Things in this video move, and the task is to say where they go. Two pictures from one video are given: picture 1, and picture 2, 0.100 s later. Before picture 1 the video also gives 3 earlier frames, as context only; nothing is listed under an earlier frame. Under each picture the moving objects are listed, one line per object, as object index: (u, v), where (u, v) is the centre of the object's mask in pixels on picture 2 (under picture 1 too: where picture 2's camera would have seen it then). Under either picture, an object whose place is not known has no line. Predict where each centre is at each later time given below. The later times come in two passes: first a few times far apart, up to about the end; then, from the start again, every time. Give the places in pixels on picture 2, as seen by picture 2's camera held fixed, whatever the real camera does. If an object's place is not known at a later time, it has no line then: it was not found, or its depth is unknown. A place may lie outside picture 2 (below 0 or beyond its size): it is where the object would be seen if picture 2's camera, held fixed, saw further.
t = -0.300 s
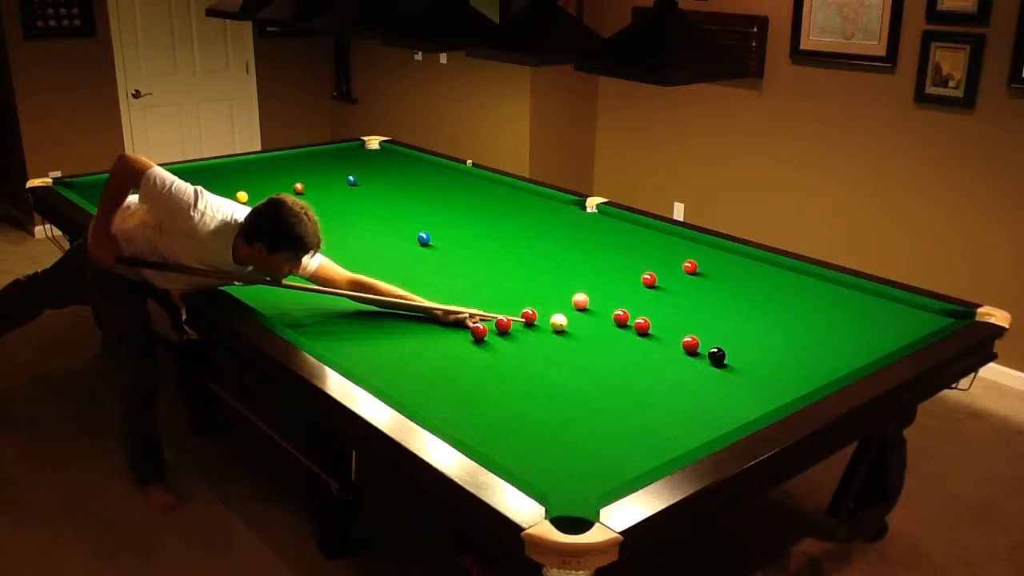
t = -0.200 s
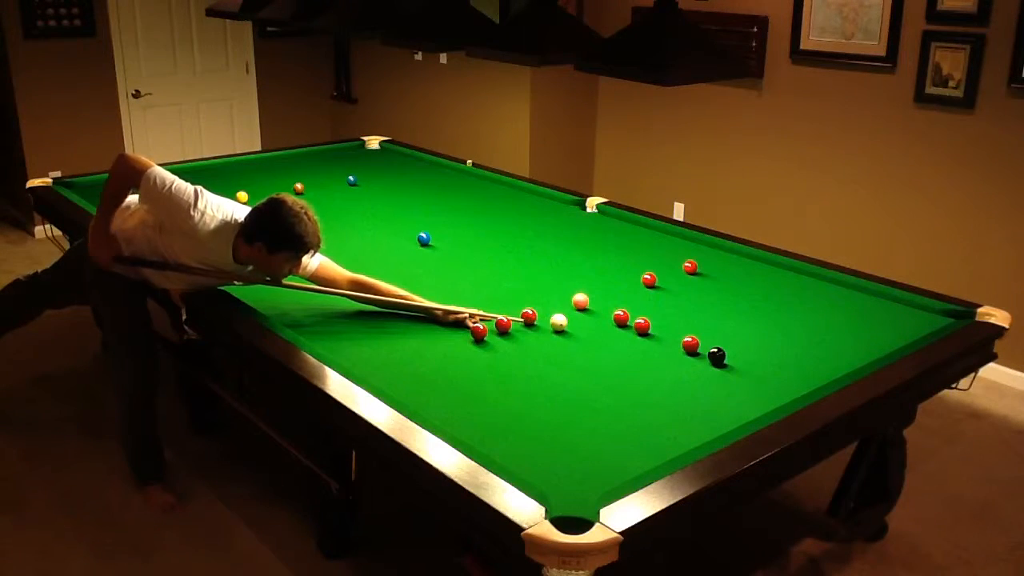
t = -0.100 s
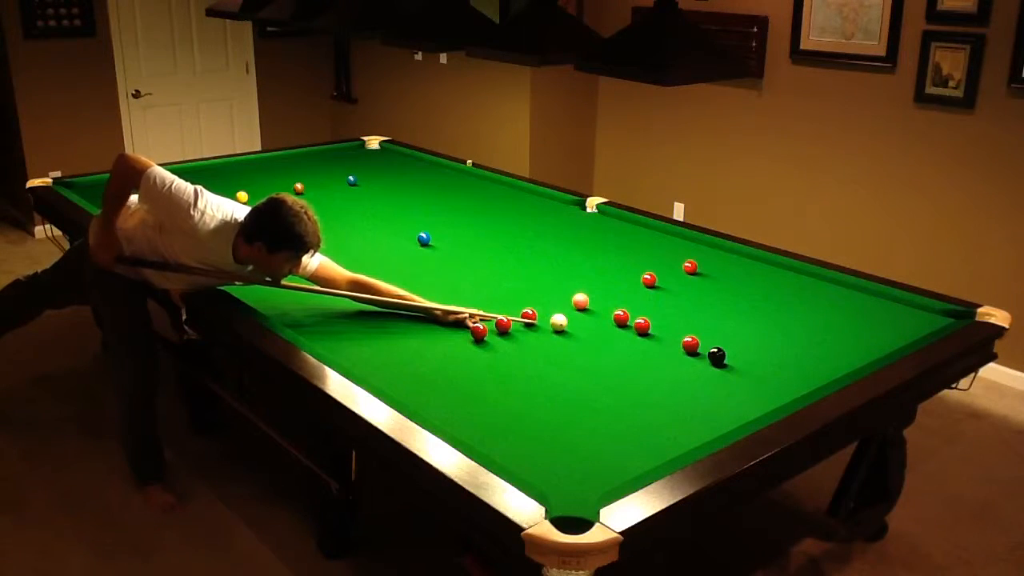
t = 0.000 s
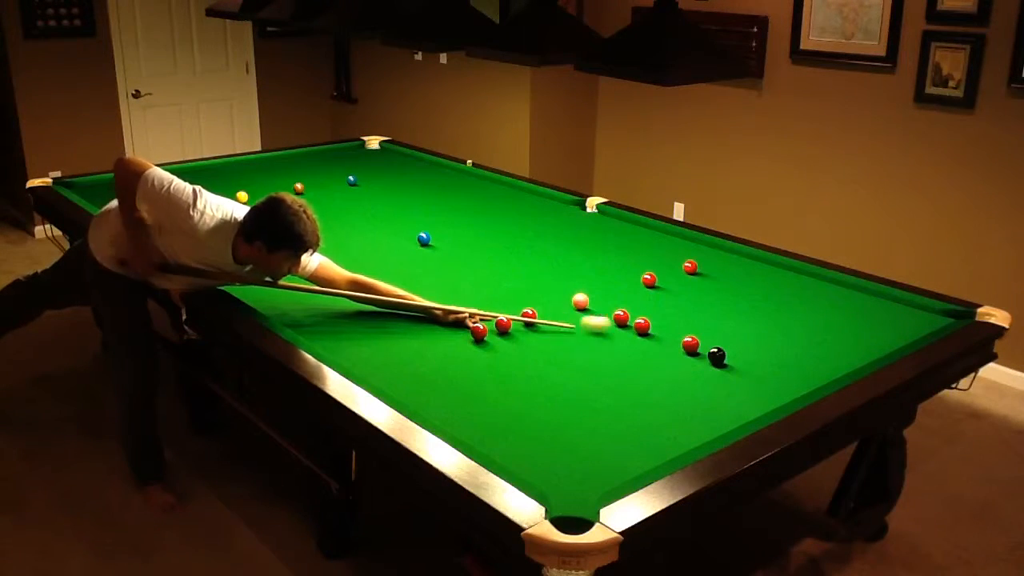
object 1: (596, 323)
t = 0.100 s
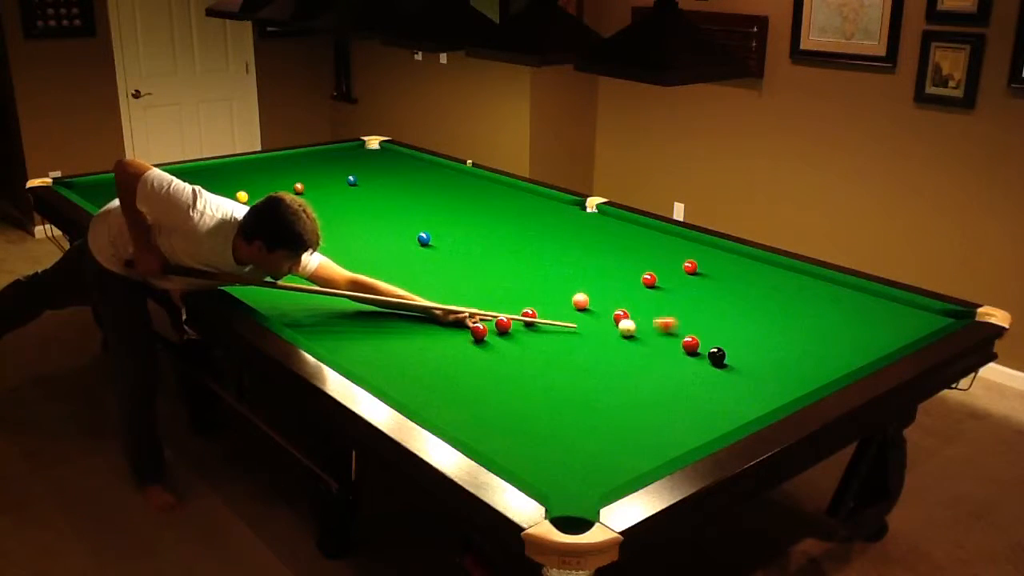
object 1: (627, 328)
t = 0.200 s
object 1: (627, 330)
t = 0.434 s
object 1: (628, 336)
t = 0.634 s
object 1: (629, 340)
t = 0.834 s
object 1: (629, 345)
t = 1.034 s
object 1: (629, 349)
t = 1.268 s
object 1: (629, 352)
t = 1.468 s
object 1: (629, 355)
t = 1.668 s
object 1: (629, 357)
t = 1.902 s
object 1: (628, 360)
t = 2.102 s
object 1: (628, 361)
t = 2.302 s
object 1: (628, 361)
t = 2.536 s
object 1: (628, 361)
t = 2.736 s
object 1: (628, 362)
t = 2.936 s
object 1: (628, 362)
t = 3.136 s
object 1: (628, 362)
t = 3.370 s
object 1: (628, 362)
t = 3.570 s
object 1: (628, 362)
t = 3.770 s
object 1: (628, 361)
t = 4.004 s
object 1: (628, 361)
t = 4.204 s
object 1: (628, 362)
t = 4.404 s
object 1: (628, 362)
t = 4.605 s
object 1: (628, 362)
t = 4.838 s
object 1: (628, 361)
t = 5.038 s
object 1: (628, 362)
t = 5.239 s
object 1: (628, 362)
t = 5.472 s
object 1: (628, 362)
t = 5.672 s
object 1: (628, 361)
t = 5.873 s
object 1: (628, 361)
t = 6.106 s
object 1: (628, 361)
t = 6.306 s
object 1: (628, 361)
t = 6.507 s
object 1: (628, 362)
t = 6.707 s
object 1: (628, 362)
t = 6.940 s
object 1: (628, 362)
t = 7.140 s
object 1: (628, 361)
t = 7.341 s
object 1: (628, 361)
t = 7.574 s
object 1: (628, 362)
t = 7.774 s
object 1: (628, 362)
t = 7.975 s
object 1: (628, 361)
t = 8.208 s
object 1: (628, 362)
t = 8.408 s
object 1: (628, 362)
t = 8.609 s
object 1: (628, 362)
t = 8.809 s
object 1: (628, 362)
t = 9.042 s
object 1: (628, 362)
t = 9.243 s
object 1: (628, 362)
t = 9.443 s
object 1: (628, 362)
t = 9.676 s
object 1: (628, 362)
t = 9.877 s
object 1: (628, 362)
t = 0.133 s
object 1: (627, 328)
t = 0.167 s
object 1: (627, 329)
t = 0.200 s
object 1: (627, 330)
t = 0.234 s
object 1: (627, 331)
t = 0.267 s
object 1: (628, 332)
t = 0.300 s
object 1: (628, 332)
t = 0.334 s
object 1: (628, 334)
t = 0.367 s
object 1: (628, 334)
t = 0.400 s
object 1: (628, 335)
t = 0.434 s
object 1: (628, 336)
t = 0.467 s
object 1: (628, 336)
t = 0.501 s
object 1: (628, 337)
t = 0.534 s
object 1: (629, 338)
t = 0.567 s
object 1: (629, 339)
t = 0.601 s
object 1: (629, 340)
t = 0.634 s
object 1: (629, 340)
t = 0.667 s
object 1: (629, 341)
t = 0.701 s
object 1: (629, 342)
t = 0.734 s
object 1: (629, 343)
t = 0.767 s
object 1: (629, 343)
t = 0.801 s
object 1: (629, 344)
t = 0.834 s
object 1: (629, 345)
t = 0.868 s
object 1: (629, 345)
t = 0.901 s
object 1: (629, 346)
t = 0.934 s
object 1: (629, 347)
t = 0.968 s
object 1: (629, 347)
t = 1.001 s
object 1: (629, 348)
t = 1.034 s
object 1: (629, 349)
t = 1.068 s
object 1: (629, 349)
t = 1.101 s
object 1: (629, 350)
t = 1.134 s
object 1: (629, 350)
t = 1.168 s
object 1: (629, 351)
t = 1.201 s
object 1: (629, 351)
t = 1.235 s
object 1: (629, 352)
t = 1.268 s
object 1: (629, 352)
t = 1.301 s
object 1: (629, 353)
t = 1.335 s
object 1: (629, 353)
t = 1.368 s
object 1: (629, 354)
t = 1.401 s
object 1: (629, 354)
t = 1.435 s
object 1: (629, 355)
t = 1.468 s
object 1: (629, 355)
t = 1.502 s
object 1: (630, 356)
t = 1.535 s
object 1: (629, 356)
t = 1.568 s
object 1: (629, 356)
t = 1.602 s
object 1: (629, 357)
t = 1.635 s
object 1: (629, 357)
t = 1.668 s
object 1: (629, 357)
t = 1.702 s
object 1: (629, 358)
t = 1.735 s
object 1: (629, 358)
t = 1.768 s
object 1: (629, 359)
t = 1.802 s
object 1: (629, 359)
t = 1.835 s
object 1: (629, 359)
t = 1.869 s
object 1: (629, 359)
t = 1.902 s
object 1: (628, 360)
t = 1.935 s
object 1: (629, 360)
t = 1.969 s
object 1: (629, 360)
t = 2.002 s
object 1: (628, 360)
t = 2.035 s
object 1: (628, 360)
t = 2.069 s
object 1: (628, 361)
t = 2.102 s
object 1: (628, 361)
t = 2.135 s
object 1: (628, 361)
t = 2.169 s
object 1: (628, 361)
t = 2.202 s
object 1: (628, 361)
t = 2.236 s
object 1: (628, 361)
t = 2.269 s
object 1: (628, 361)
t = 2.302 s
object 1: (628, 361)
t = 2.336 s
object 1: (628, 361)
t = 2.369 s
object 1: (628, 361)
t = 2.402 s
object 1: (628, 361)
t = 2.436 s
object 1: (628, 361)
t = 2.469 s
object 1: (628, 361)
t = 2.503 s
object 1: (628, 362)
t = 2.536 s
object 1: (628, 361)
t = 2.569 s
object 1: (628, 361)
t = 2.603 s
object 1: (628, 361)
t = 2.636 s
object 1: (628, 362)
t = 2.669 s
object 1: (628, 362)
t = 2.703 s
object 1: (628, 362)
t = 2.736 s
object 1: (628, 362)
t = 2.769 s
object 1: (628, 362)
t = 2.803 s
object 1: (628, 362)
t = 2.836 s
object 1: (628, 362)
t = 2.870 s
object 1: (628, 362)
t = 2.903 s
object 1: (628, 362)
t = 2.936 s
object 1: (628, 362)
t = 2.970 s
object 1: (628, 362)
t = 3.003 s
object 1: (628, 362)
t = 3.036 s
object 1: (628, 362)
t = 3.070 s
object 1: (628, 362)
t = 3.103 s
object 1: (628, 362)
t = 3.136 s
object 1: (628, 362)
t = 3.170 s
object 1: (628, 362)
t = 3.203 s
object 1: (628, 362)
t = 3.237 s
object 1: (628, 362)
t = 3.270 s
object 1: (628, 362)
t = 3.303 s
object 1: (628, 361)
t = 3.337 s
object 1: (628, 362)
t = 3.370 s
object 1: (628, 362)
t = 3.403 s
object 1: (628, 362)
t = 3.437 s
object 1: (628, 362)
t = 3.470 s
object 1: (628, 361)
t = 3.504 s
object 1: (628, 361)
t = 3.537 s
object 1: (628, 361)
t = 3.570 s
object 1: (628, 362)
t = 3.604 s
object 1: (628, 361)
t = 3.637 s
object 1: (628, 361)
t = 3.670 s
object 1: (628, 361)
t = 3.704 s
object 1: (628, 361)
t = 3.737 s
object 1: (628, 361)
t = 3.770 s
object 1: (628, 361)
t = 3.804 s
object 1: (628, 361)
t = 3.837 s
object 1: (628, 361)
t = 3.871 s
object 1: (628, 361)
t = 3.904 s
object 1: (628, 361)
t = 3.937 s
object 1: (628, 361)
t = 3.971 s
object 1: (628, 361)
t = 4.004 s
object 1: (628, 361)
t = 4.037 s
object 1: (628, 362)
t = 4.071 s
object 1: (628, 361)
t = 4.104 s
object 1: (628, 361)
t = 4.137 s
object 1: (628, 361)
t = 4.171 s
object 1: (628, 361)
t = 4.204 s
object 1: (628, 362)
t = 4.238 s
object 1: (628, 362)
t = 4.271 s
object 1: (628, 362)
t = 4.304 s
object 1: (628, 361)
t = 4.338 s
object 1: (628, 362)
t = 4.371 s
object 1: (628, 362)
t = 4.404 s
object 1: (628, 362)
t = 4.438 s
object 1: (628, 361)
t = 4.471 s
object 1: (628, 362)
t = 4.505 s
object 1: (628, 361)
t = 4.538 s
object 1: (628, 361)
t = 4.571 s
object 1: (628, 362)
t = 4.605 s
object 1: (628, 362)
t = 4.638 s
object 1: (628, 362)
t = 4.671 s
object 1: (628, 362)
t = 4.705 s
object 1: (628, 361)
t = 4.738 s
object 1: (628, 361)
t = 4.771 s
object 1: (628, 361)
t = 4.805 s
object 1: (628, 362)
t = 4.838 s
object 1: (628, 361)
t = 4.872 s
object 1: (628, 362)
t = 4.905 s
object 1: (628, 362)
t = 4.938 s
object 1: (628, 361)
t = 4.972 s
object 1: (628, 362)
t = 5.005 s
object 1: (628, 362)
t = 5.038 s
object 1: (628, 362)
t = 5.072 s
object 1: (628, 362)
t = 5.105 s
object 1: (628, 361)
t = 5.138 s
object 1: (628, 362)
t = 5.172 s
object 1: (628, 362)
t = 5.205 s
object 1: (628, 362)
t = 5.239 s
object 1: (628, 362)
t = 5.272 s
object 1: (628, 362)
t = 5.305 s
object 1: (628, 362)
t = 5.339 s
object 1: (628, 362)
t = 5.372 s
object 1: (628, 362)
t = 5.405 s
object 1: (628, 362)
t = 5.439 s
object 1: (628, 361)
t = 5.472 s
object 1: (628, 362)
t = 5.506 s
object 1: (628, 362)
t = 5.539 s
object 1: (628, 361)
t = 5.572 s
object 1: (628, 361)
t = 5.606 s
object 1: (628, 361)
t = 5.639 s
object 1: (628, 361)
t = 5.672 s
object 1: (628, 361)
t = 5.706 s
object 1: (628, 361)
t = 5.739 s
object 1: (628, 361)
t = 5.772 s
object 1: (628, 361)
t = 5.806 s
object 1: (628, 361)
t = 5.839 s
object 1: (628, 361)
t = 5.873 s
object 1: (628, 361)
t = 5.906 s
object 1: (628, 361)
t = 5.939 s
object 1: (628, 361)
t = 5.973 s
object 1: (628, 361)
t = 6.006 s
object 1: (628, 361)
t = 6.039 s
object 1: (628, 361)
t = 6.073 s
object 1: (628, 361)
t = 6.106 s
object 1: (628, 361)
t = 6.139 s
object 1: (628, 361)
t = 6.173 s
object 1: (628, 361)
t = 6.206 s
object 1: (628, 361)
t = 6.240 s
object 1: (628, 361)
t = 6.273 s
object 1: (628, 361)
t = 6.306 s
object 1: (628, 361)
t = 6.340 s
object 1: (628, 361)
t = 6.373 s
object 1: (628, 361)
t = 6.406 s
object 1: (628, 361)
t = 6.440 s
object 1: (628, 361)
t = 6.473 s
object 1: (628, 362)
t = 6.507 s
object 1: (628, 362)
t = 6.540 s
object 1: (628, 362)
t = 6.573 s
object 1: (628, 362)
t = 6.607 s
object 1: (628, 362)
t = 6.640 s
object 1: (628, 362)
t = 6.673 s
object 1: (628, 362)
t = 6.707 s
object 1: (628, 362)
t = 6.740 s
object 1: (628, 362)
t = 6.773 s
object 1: (628, 362)
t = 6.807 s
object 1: (628, 362)
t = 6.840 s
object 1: (628, 362)
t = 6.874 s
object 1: (628, 362)
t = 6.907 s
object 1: (628, 361)
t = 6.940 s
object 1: (628, 362)
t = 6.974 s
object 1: (628, 361)
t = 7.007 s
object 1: (628, 361)
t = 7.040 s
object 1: (628, 361)
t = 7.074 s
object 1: (628, 361)
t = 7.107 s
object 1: (628, 361)
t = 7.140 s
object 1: (628, 361)
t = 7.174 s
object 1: (628, 361)
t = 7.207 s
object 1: (628, 361)
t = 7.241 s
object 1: (628, 361)
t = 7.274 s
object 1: (628, 361)
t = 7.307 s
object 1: (628, 361)
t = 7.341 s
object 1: (628, 361)
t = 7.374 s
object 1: (628, 361)
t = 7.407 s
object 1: (628, 362)
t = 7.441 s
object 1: (628, 361)
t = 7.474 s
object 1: (628, 361)
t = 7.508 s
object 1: (628, 361)
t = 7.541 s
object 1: (628, 362)
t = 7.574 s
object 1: (628, 362)
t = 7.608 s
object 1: (628, 362)
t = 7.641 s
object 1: (628, 362)
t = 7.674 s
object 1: (628, 362)
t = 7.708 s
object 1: (628, 361)
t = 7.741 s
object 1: (628, 362)
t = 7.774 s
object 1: (628, 362)
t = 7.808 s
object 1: (628, 361)
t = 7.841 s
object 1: (628, 362)
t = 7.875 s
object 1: (628, 362)
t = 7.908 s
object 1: (628, 362)
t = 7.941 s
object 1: (628, 362)
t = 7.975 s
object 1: (628, 361)
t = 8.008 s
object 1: (628, 362)
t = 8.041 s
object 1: (628, 362)
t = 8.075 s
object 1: (628, 362)
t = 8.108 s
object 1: (628, 361)
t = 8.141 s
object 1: (628, 362)
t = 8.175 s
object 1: (628, 362)
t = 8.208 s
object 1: (628, 362)
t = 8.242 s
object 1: (628, 362)
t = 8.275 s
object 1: (628, 362)
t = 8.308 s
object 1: (628, 362)
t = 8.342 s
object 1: (628, 362)
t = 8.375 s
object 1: (628, 362)
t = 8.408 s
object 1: (628, 362)
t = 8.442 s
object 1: (628, 362)
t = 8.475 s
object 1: (628, 362)
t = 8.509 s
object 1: (628, 362)
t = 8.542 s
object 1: (628, 362)
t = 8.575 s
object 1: (628, 362)
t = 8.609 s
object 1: (628, 362)
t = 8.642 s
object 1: (628, 362)
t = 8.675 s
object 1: (628, 362)
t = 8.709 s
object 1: (628, 362)
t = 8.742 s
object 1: (628, 362)
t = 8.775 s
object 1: (628, 362)
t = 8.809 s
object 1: (628, 362)
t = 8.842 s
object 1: (628, 362)
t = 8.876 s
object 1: (628, 362)
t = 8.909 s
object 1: (628, 362)
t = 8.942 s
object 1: (628, 362)
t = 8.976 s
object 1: (628, 362)
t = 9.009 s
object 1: (628, 362)
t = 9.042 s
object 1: (628, 362)
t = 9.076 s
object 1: (628, 362)
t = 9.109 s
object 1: (628, 362)
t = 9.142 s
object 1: (628, 362)
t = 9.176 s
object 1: (628, 362)
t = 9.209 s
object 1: (628, 362)
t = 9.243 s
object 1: (628, 362)
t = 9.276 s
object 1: (628, 362)
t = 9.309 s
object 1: (628, 362)
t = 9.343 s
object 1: (628, 362)
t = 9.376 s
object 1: (628, 362)
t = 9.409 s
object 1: (628, 362)
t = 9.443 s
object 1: (628, 362)
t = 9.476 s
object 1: (628, 362)
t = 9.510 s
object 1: (628, 362)
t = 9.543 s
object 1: (628, 362)
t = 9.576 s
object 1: (628, 362)
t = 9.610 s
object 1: (628, 362)
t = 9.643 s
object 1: (628, 362)
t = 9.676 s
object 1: (628, 362)
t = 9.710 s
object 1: (628, 362)
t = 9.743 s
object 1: (628, 362)
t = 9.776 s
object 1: (628, 362)
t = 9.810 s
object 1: (628, 362)
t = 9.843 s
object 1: (628, 362)
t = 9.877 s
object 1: (628, 362)
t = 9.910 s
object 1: (628, 362)
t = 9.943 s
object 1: (628, 362)
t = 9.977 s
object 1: (628, 362)
